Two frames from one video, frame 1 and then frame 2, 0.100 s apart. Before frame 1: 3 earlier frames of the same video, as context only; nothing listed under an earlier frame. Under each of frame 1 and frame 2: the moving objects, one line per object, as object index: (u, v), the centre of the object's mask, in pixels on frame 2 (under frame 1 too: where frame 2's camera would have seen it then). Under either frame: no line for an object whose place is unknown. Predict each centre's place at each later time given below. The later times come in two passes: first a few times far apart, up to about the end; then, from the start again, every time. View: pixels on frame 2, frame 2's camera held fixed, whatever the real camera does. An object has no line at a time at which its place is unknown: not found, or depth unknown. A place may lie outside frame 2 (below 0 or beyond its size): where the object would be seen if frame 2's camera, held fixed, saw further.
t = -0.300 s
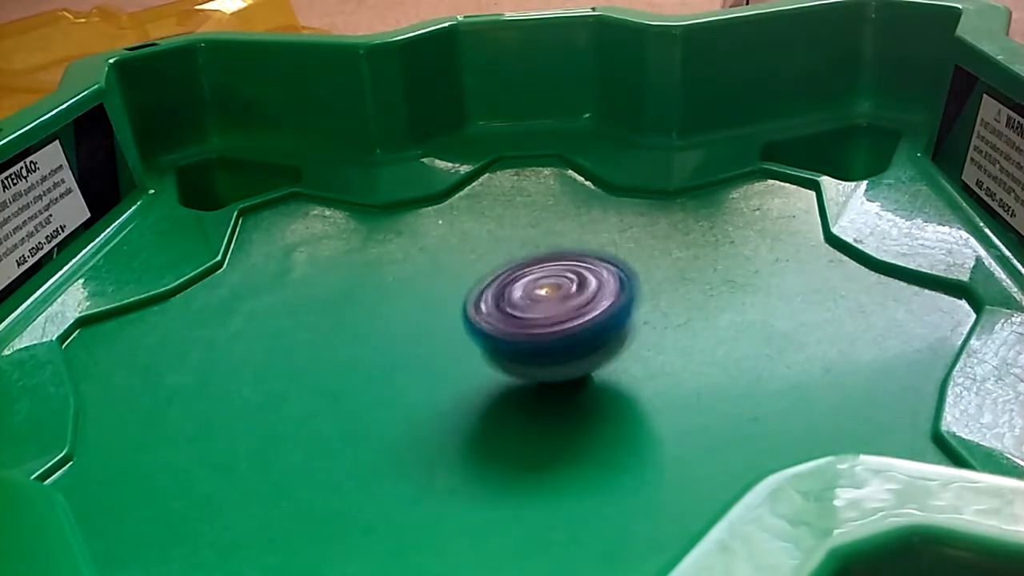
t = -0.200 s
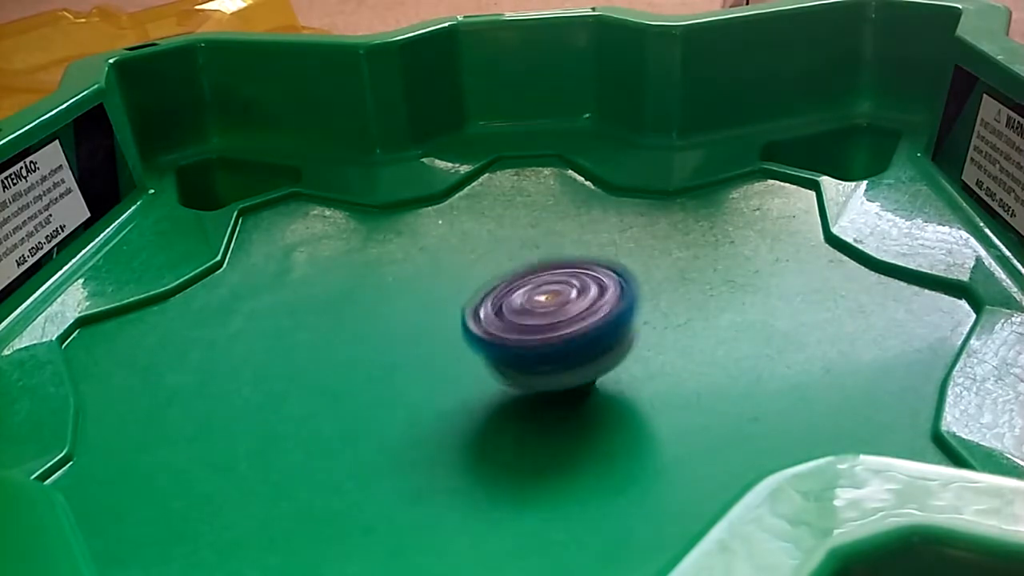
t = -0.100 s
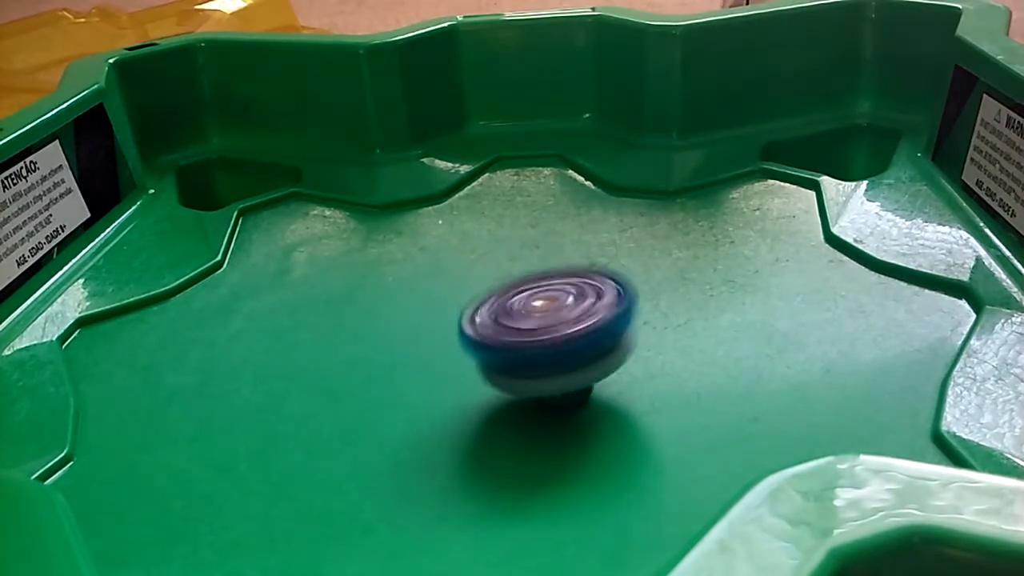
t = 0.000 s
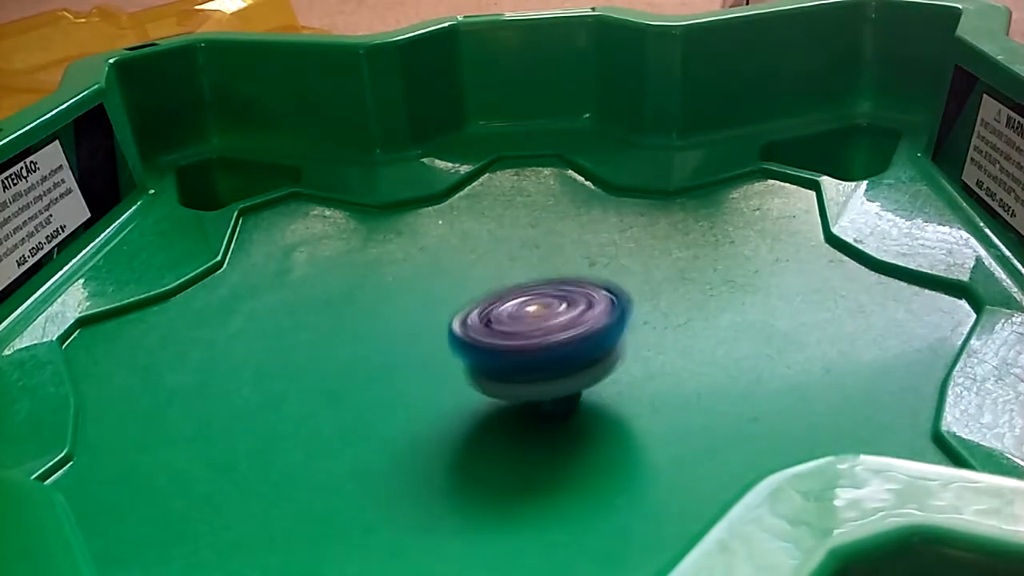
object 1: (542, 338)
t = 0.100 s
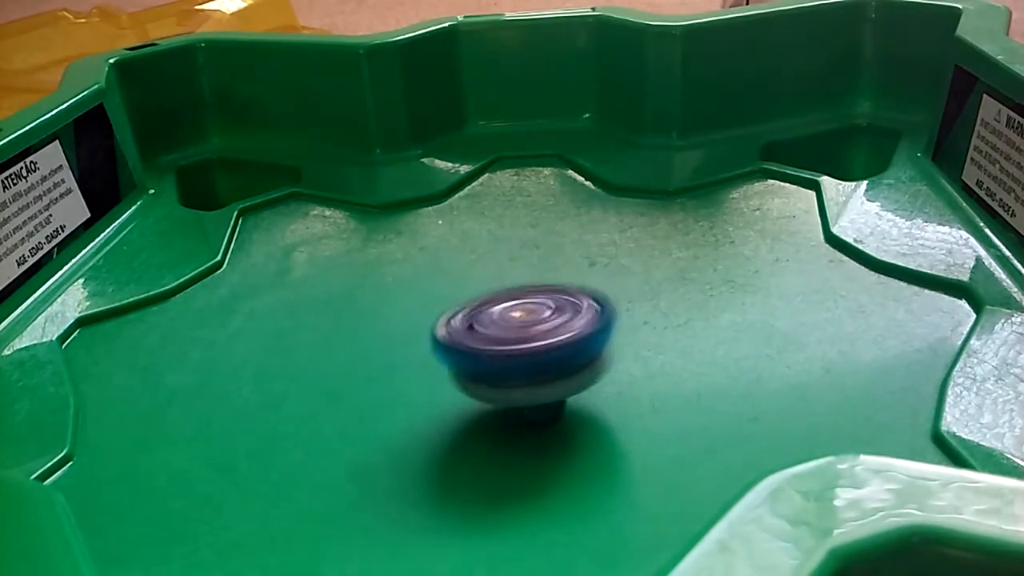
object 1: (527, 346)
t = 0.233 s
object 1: (505, 351)
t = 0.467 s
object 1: (470, 339)
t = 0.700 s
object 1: (467, 319)
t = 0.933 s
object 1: (495, 305)
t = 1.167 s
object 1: (534, 305)
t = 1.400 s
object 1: (553, 319)
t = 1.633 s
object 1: (536, 337)
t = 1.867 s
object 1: (497, 348)
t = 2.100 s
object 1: (466, 336)
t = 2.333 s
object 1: (469, 317)
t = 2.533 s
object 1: (498, 308)
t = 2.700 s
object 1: (526, 308)
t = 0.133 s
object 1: (522, 348)
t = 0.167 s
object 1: (516, 350)
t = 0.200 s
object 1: (509, 350)
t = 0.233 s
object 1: (505, 351)
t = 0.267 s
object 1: (499, 350)
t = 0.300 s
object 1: (492, 350)
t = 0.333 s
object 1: (486, 349)
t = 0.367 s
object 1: (482, 345)
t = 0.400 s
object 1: (478, 343)
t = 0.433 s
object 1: (474, 341)
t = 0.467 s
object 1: (470, 339)
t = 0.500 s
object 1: (468, 337)
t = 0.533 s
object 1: (466, 334)
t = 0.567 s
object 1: (465, 331)
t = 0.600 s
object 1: (462, 329)
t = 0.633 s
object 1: (464, 323)
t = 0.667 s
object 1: (465, 321)
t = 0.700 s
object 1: (467, 319)
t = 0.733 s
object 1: (471, 316)
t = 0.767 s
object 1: (474, 313)
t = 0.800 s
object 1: (476, 312)
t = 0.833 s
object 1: (481, 310)
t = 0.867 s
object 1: (486, 308)
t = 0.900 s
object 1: (491, 306)
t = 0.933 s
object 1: (495, 305)
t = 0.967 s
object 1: (502, 304)
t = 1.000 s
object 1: (508, 303)
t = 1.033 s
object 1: (514, 303)
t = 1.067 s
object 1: (518, 304)
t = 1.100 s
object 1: (525, 304)
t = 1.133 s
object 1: (530, 305)
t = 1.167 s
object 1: (534, 305)
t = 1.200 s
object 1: (538, 307)
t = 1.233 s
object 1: (543, 308)
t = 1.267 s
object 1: (547, 310)
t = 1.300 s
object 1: (548, 312)
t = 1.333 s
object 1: (551, 314)
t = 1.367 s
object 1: (552, 316)
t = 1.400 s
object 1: (553, 319)
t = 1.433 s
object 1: (551, 323)
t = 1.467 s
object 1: (551, 325)
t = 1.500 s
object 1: (549, 327)
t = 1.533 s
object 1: (547, 330)
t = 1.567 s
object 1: (544, 333)
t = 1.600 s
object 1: (541, 335)
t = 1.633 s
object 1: (536, 337)
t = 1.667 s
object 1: (531, 340)
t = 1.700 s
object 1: (526, 341)
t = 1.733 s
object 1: (521, 342)
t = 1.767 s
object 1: (515, 344)
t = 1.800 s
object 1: (508, 345)
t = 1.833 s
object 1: (504, 348)
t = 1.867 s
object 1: (497, 348)
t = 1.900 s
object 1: (491, 348)
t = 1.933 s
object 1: (485, 345)
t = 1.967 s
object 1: (481, 344)
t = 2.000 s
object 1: (476, 342)
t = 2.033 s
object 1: (471, 341)
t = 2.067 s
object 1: (469, 339)
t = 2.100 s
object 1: (466, 336)
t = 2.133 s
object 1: (463, 334)
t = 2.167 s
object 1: (462, 329)
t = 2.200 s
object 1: (462, 326)
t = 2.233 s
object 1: (461, 324)
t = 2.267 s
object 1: (464, 321)
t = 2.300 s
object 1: (467, 319)
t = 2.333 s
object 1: (469, 317)
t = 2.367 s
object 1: (474, 315)
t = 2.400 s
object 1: (478, 313)
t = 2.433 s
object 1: (482, 311)
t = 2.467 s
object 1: (487, 310)
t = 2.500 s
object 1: (492, 309)
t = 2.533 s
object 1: (498, 308)
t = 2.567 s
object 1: (502, 308)
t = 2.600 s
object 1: (509, 307)
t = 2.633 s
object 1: (515, 306)
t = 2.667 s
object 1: (519, 307)
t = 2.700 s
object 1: (526, 308)
